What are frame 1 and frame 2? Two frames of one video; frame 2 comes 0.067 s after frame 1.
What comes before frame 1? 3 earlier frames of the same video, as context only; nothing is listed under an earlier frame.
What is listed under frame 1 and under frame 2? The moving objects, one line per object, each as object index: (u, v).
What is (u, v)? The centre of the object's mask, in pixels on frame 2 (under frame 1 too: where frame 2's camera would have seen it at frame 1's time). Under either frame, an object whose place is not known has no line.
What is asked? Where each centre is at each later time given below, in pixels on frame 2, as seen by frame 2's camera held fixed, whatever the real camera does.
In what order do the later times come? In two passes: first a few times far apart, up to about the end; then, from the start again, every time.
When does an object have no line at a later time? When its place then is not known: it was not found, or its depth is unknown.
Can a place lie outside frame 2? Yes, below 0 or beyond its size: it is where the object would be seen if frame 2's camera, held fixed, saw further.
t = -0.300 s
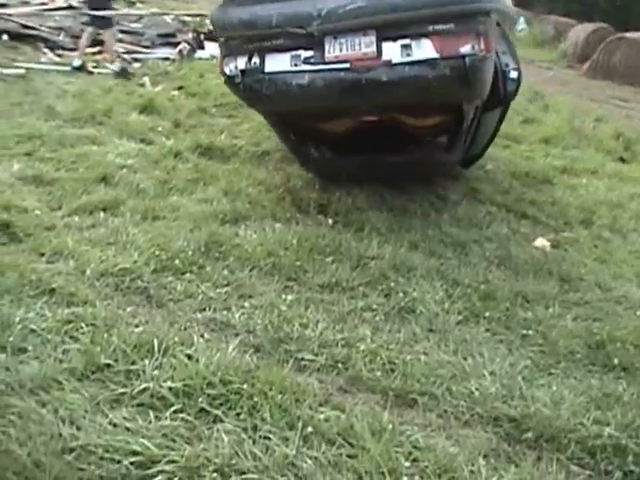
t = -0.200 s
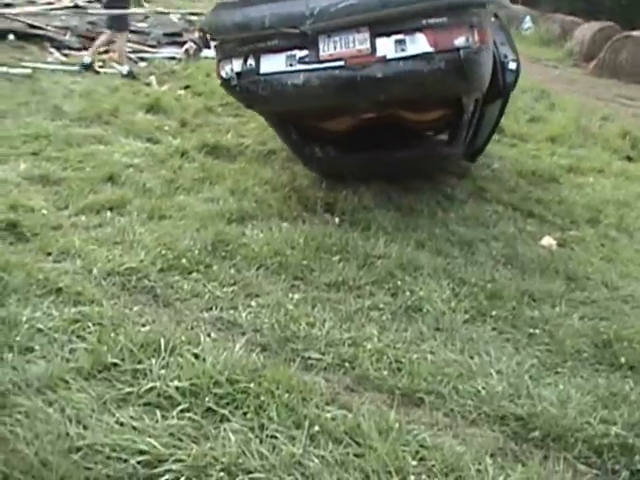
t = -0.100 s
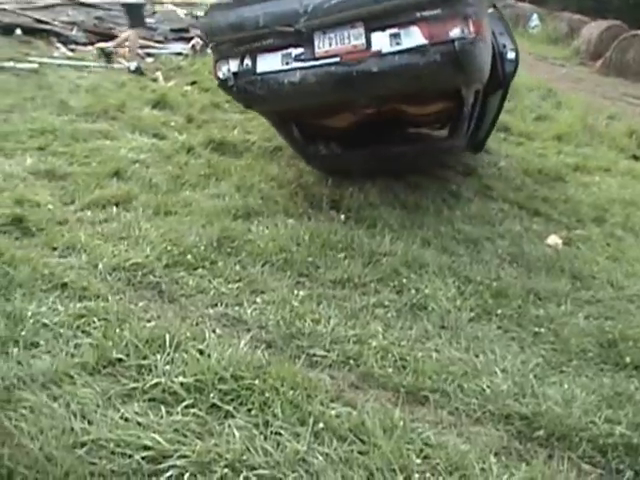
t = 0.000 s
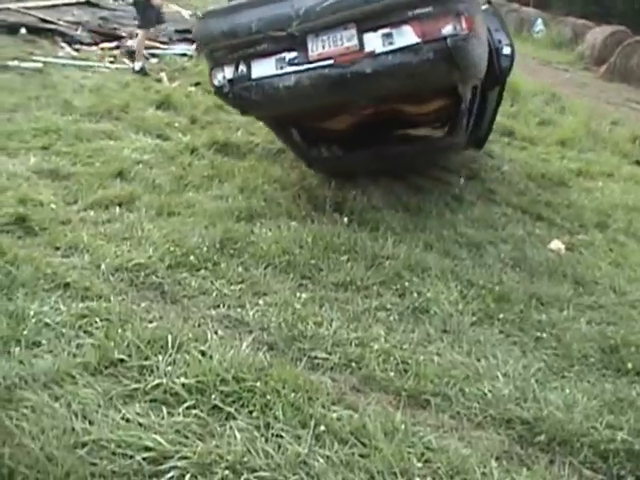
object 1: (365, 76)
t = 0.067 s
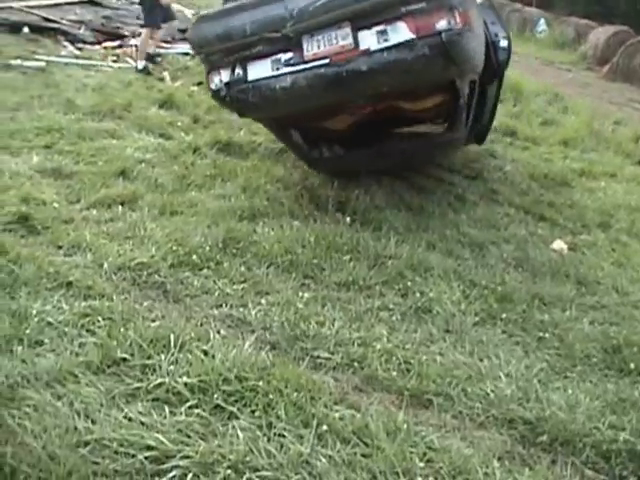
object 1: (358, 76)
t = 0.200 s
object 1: (344, 75)
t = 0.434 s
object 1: (315, 75)
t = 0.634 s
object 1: (295, 81)
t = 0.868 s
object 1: (268, 89)
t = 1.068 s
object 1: (254, 70)
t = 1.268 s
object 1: (234, 59)
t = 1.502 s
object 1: (202, 51)
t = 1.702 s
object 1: (172, 40)
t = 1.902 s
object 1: (148, 34)
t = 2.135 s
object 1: (116, 35)
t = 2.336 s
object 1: (95, 41)
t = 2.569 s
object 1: (72, 66)
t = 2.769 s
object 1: (75, 49)
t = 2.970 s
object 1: (77, 50)
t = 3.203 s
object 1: (73, 60)
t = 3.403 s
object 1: (62, 59)
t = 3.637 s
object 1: (57, 56)
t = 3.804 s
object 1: (56, 59)
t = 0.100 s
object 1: (355, 76)
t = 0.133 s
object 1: (351, 75)
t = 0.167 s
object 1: (348, 75)
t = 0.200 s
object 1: (344, 75)
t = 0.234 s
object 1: (341, 75)
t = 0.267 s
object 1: (337, 76)
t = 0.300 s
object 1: (334, 76)
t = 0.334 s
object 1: (330, 76)
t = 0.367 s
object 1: (326, 75)
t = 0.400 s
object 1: (321, 75)
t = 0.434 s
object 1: (315, 75)
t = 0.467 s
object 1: (314, 76)
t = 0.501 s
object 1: (310, 77)
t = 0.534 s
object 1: (306, 78)
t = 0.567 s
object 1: (302, 78)
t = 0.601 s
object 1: (298, 80)
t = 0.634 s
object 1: (295, 81)
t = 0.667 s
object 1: (290, 82)
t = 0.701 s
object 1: (286, 84)
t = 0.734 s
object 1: (283, 85)
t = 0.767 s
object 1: (279, 87)
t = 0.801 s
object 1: (275, 89)
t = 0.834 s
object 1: (271, 90)
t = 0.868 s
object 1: (268, 89)
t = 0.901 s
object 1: (265, 87)
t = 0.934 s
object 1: (264, 84)
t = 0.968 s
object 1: (262, 80)
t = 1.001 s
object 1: (260, 76)
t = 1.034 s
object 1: (257, 73)
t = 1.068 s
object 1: (254, 70)
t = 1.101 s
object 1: (251, 66)
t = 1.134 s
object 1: (248, 63)
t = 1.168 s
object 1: (244, 63)
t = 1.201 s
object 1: (241, 61)
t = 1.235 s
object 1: (238, 60)
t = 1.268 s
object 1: (234, 59)
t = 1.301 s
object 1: (229, 58)
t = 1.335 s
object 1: (226, 58)
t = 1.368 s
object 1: (221, 56)
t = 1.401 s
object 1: (217, 55)
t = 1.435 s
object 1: (212, 55)
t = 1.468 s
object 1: (208, 53)
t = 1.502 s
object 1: (202, 51)
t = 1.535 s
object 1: (197, 50)
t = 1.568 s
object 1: (191, 50)
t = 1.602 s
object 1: (186, 49)
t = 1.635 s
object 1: (182, 47)
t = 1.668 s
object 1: (177, 44)
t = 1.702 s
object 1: (172, 40)
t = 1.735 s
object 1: (169, 38)
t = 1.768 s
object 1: (165, 37)
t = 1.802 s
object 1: (161, 36)
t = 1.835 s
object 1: (157, 36)
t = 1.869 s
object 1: (153, 35)
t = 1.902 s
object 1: (148, 34)
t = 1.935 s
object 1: (144, 34)
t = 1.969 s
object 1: (140, 33)
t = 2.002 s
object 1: (134, 33)
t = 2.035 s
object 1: (129, 33)
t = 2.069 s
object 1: (124, 33)
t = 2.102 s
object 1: (120, 34)
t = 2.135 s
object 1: (116, 35)
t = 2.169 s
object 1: (112, 35)
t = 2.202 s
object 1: (106, 36)
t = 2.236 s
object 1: (102, 36)
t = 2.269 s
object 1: (99, 37)
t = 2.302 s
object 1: (97, 39)
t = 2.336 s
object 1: (95, 41)
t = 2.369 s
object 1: (92, 43)
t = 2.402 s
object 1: (88, 46)
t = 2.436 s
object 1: (85, 50)
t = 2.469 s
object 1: (86, 54)
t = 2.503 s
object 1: (81, 59)
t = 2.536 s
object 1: (77, 64)
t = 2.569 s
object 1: (72, 66)
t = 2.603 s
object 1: (70, 66)
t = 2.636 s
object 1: (69, 64)
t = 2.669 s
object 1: (71, 61)
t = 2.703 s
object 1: (73, 57)
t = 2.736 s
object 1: (74, 53)
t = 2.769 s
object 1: (75, 49)
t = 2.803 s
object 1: (76, 46)
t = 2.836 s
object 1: (77, 45)
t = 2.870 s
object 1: (77, 46)
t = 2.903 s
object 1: (78, 46)
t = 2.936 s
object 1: (77, 48)
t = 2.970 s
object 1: (77, 50)
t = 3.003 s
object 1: (76, 52)
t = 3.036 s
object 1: (75, 53)
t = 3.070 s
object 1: (75, 55)
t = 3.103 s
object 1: (75, 57)
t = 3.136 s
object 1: (75, 58)
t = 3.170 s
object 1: (74, 59)
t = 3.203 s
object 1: (73, 60)
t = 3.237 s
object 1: (71, 61)
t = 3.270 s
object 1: (71, 61)
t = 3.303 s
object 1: (68, 62)
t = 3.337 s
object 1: (66, 61)
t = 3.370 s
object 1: (63, 60)
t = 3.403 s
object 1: (62, 59)
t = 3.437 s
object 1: (61, 58)
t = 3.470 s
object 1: (60, 57)
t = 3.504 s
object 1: (60, 56)
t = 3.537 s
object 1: (58, 56)
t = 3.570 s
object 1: (58, 56)
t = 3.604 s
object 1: (58, 56)
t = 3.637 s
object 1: (57, 56)
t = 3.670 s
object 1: (57, 57)
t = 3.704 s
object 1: (57, 57)
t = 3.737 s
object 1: (57, 58)
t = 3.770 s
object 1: (56, 59)
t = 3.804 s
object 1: (56, 59)
